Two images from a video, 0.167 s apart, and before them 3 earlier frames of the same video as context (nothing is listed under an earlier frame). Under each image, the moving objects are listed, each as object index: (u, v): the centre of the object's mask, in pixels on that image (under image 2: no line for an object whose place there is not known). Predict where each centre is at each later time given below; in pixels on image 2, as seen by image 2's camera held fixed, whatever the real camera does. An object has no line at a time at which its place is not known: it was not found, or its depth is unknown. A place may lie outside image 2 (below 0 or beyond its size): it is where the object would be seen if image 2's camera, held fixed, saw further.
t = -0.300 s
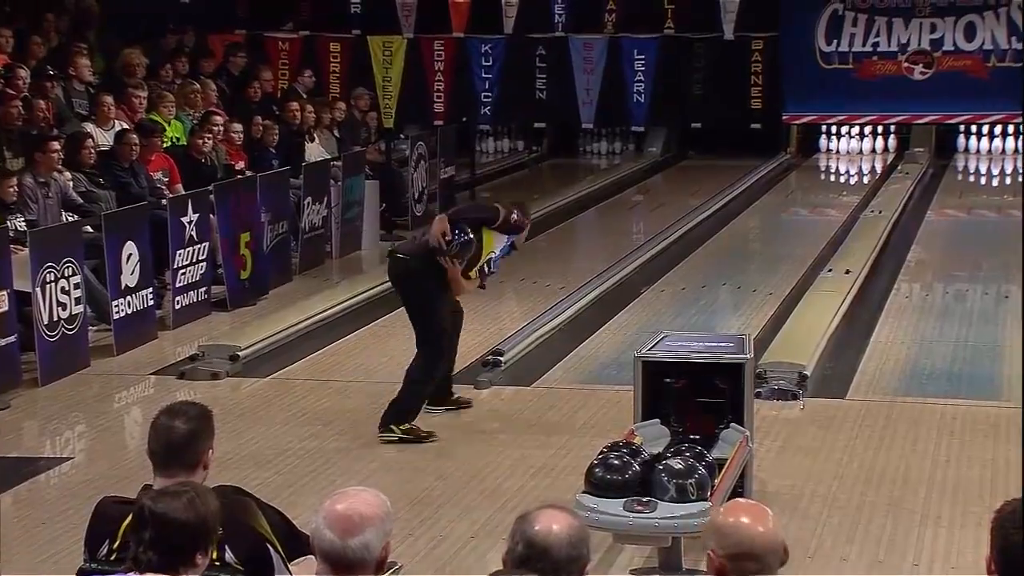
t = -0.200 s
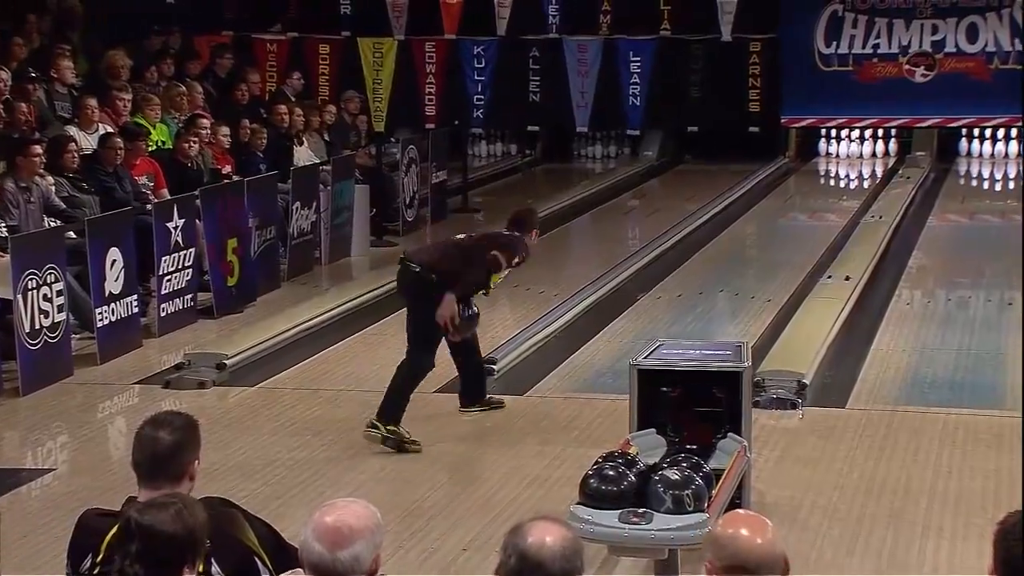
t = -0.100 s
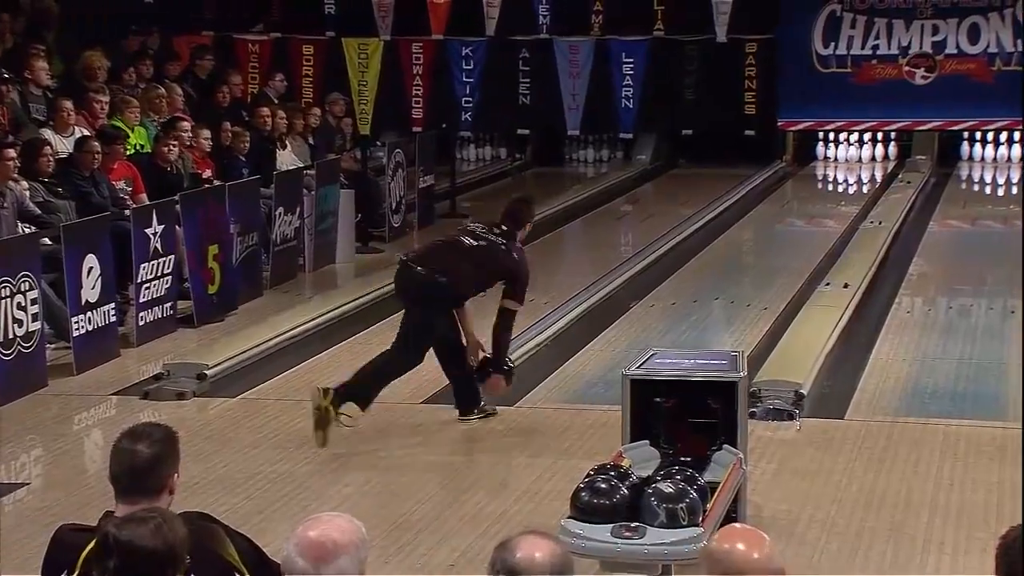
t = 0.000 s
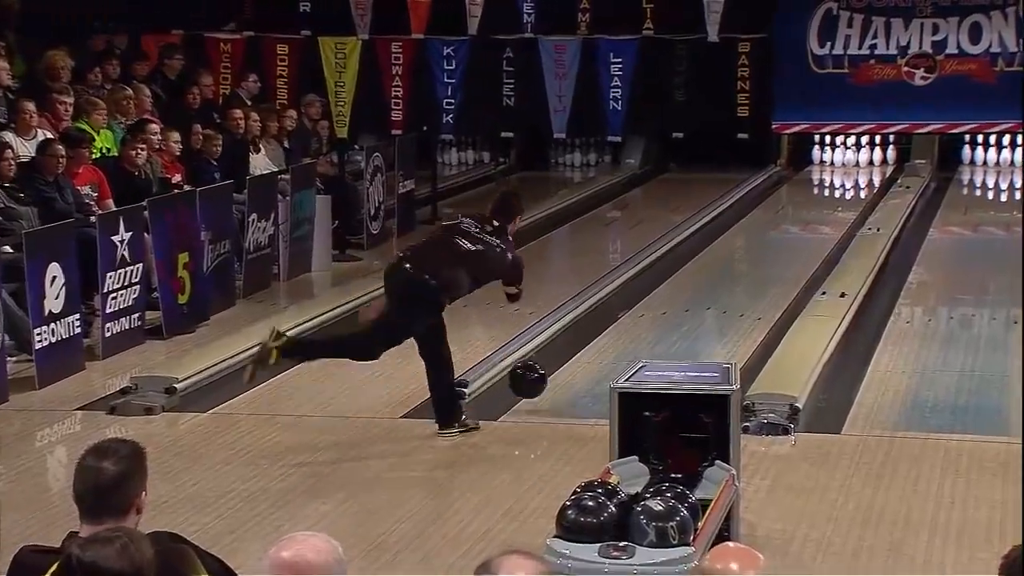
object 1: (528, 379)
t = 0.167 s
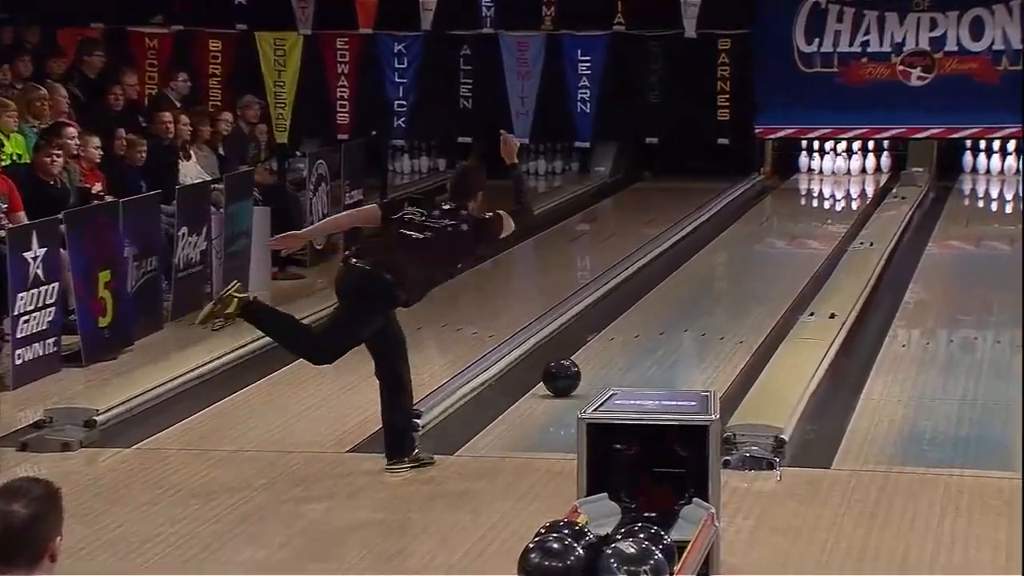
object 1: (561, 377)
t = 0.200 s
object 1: (574, 369)
